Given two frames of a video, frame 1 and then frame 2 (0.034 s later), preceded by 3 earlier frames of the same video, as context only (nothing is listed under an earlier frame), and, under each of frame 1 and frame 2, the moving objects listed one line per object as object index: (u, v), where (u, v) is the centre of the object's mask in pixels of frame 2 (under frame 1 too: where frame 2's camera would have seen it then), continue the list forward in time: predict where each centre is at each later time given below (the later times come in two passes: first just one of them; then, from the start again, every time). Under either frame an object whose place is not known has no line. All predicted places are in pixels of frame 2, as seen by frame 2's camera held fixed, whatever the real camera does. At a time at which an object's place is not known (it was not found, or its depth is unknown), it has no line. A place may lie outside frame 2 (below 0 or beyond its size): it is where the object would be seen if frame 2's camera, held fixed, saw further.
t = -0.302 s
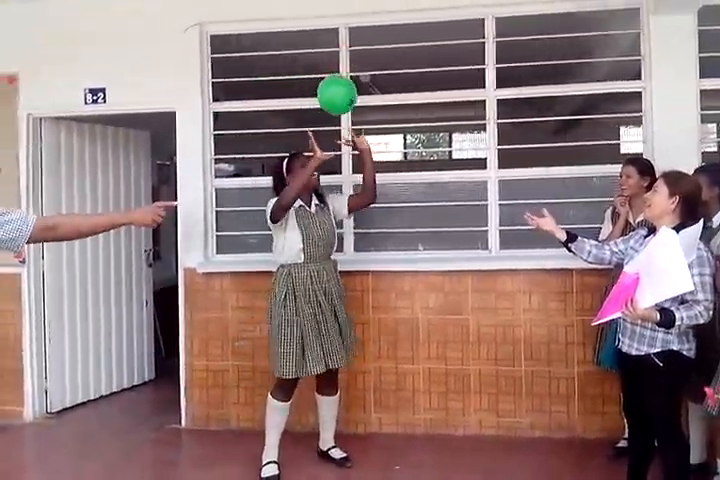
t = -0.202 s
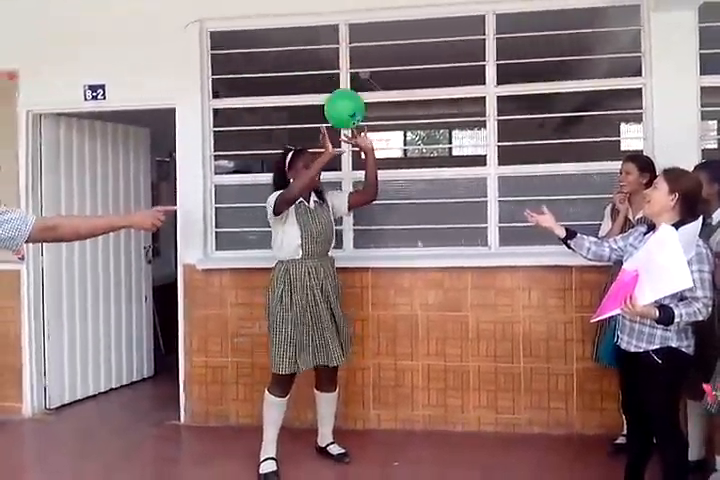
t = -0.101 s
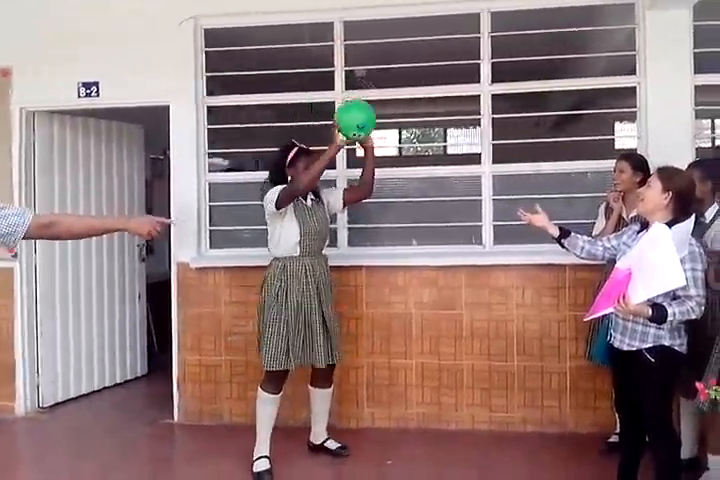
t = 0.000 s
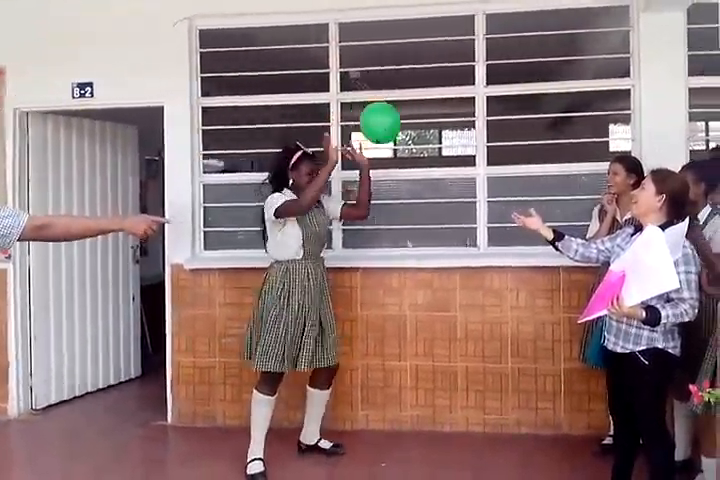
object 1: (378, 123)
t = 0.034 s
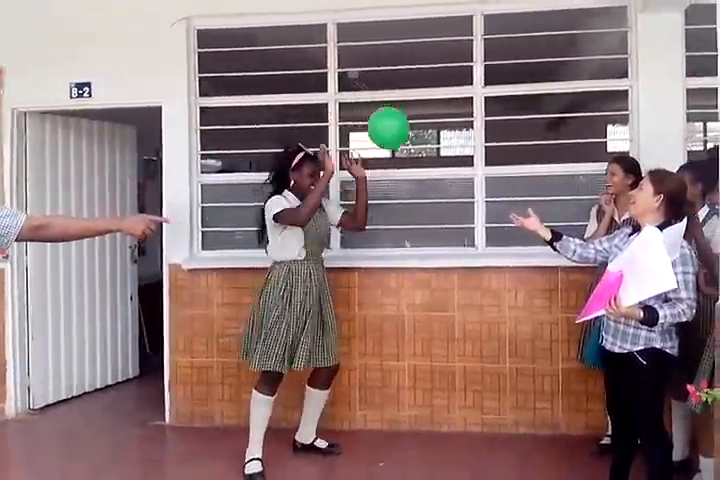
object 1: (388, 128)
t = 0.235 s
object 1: (450, 204)
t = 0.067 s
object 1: (398, 135)
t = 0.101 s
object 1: (409, 144)
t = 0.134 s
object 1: (419, 156)
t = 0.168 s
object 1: (429, 169)
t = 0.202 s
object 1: (440, 186)
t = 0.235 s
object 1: (450, 204)
